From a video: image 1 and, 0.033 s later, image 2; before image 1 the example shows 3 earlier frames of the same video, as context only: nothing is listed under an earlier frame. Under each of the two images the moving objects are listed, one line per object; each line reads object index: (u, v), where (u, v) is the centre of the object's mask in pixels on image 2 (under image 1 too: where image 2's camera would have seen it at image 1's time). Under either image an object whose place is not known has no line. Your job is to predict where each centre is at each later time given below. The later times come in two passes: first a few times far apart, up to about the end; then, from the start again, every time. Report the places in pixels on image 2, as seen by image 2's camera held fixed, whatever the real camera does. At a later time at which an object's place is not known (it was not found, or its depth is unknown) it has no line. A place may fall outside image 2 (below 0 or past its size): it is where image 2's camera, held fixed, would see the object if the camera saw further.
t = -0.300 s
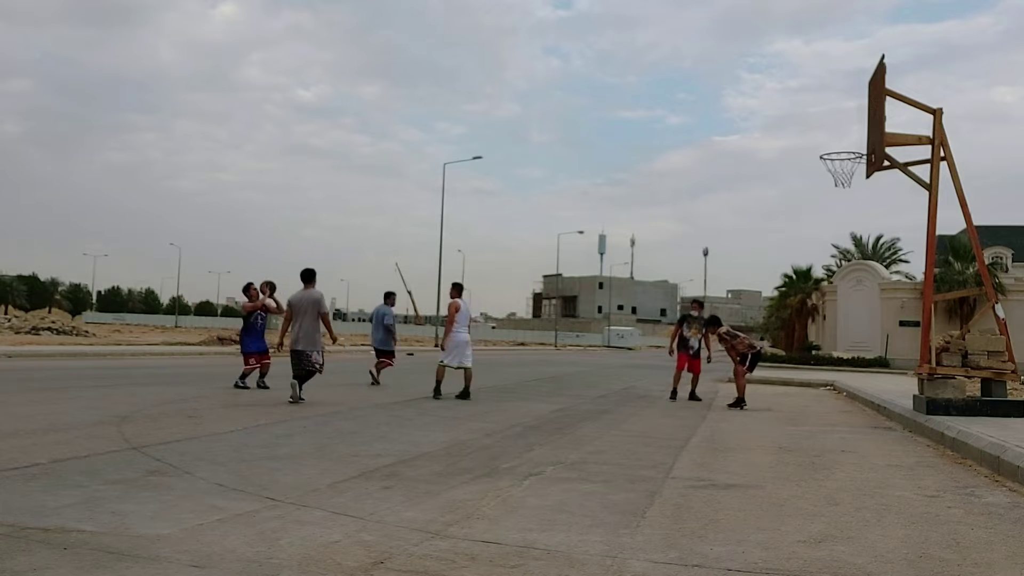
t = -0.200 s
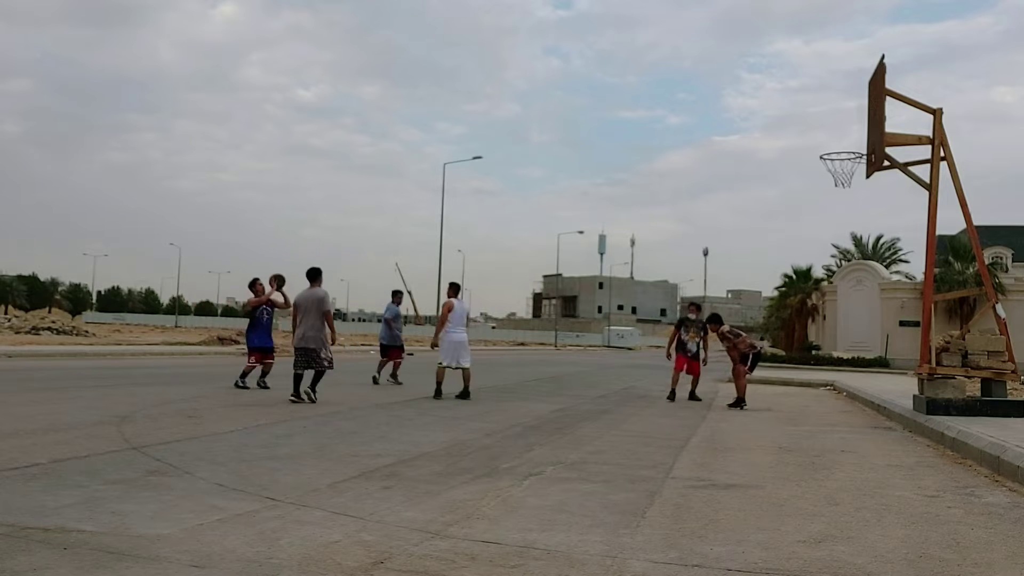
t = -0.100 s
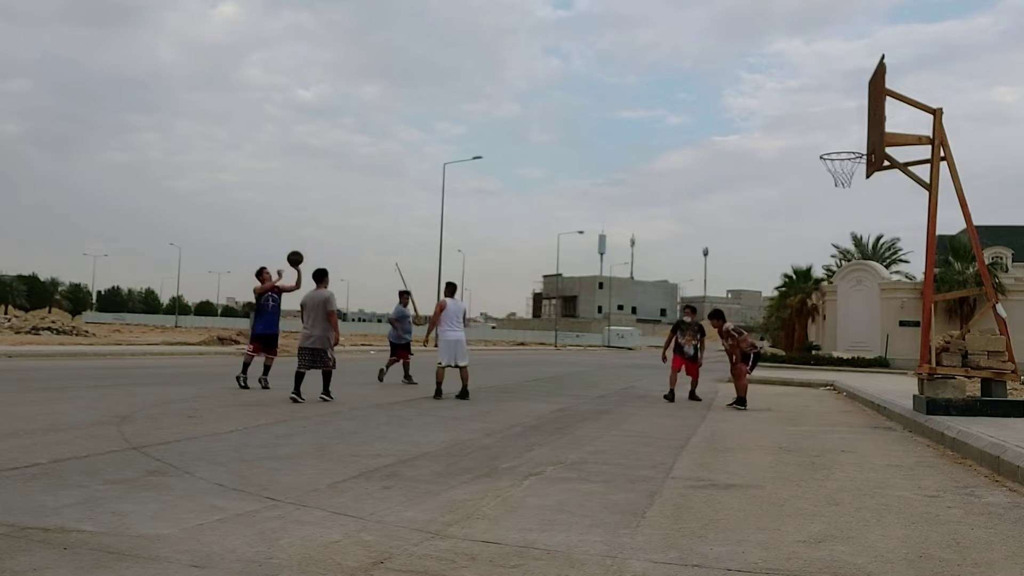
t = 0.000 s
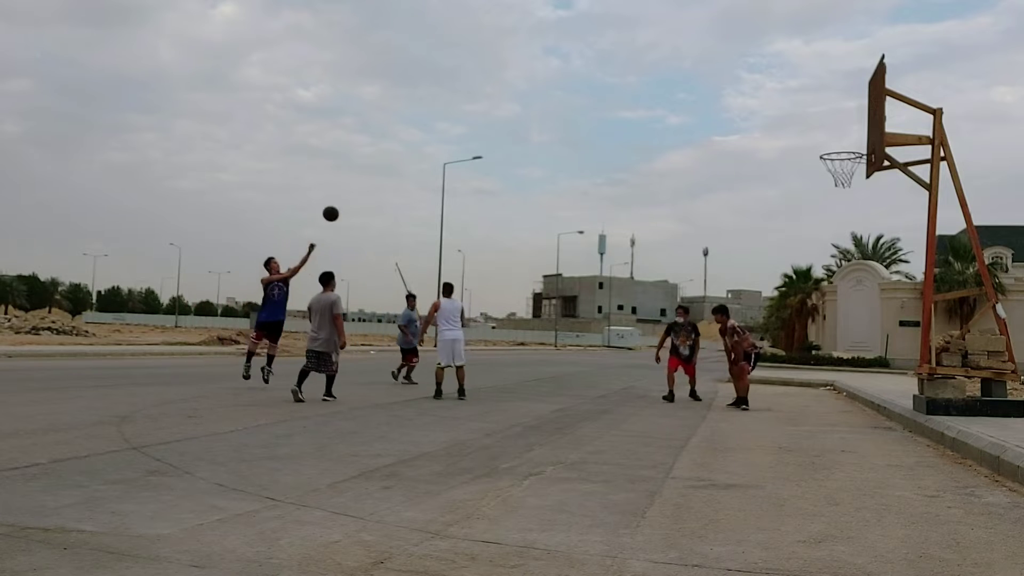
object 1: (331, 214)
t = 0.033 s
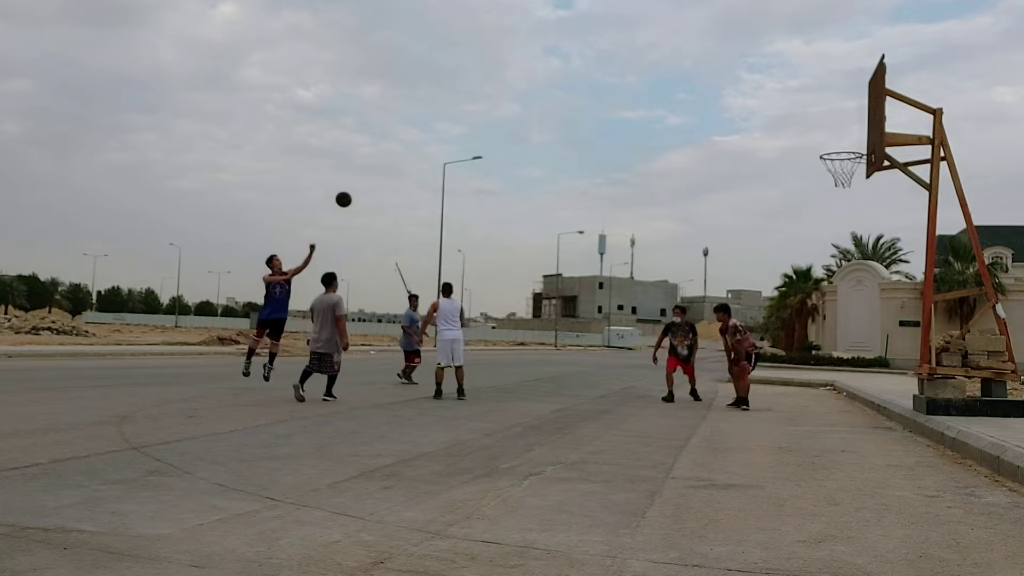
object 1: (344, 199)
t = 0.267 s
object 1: (434, 117)
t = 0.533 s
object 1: (542, 62)
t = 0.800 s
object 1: (658, 54)
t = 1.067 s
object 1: (785, 100)
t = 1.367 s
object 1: (801, 128)
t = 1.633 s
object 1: (712, 136)
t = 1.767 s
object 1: (669, 160)
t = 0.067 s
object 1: (356, 186)
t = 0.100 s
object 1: (369, 172)
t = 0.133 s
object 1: (382, 160)
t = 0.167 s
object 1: (395, 148)
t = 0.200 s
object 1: (408, 137)
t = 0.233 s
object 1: (421, 127)
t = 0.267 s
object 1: (434, 117)
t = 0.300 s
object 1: (447, 108)
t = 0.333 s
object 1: (461, 99)
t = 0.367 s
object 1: (474, 91)
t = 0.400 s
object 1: (488, 84)
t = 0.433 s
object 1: (501, 78)
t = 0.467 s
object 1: (515, 72)
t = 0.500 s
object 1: (529, 67)
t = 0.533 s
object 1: (542, 62)
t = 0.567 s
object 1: (556, 58)
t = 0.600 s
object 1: (571, 55)
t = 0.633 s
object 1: (585, 53)
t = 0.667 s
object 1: (599, 52)
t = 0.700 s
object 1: (614, 51)
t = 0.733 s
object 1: (629, 51)
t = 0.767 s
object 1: (644, 52)
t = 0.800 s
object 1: (658, 54)
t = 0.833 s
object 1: (674, 57)
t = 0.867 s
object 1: (689, 60)
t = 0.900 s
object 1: (705, 64)
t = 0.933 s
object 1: (720, 70)
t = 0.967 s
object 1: (736, 76)
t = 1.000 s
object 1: (752, 83)
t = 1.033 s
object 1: (768, 91)
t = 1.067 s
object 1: (785, 100)
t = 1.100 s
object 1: (801, 110)
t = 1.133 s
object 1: (818, 121)
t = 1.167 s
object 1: (835, 134)
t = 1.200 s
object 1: (852, 147)
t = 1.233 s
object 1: (848, 146)
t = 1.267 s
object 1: (836, 141)
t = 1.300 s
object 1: (824, 136)
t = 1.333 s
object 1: (813, 131)
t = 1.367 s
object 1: (801, 128)
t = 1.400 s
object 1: (790, 126)
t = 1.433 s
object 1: (778, 125)
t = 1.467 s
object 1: (767, 124)
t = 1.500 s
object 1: (756, 125)
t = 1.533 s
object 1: (745, 126)
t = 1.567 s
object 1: (733, 128)
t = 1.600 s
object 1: (723, 132)
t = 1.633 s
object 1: (712, 136)
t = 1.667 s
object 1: (701, 140)
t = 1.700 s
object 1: (690, 146)
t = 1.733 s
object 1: (680, 153)
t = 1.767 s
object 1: (669, 160)
